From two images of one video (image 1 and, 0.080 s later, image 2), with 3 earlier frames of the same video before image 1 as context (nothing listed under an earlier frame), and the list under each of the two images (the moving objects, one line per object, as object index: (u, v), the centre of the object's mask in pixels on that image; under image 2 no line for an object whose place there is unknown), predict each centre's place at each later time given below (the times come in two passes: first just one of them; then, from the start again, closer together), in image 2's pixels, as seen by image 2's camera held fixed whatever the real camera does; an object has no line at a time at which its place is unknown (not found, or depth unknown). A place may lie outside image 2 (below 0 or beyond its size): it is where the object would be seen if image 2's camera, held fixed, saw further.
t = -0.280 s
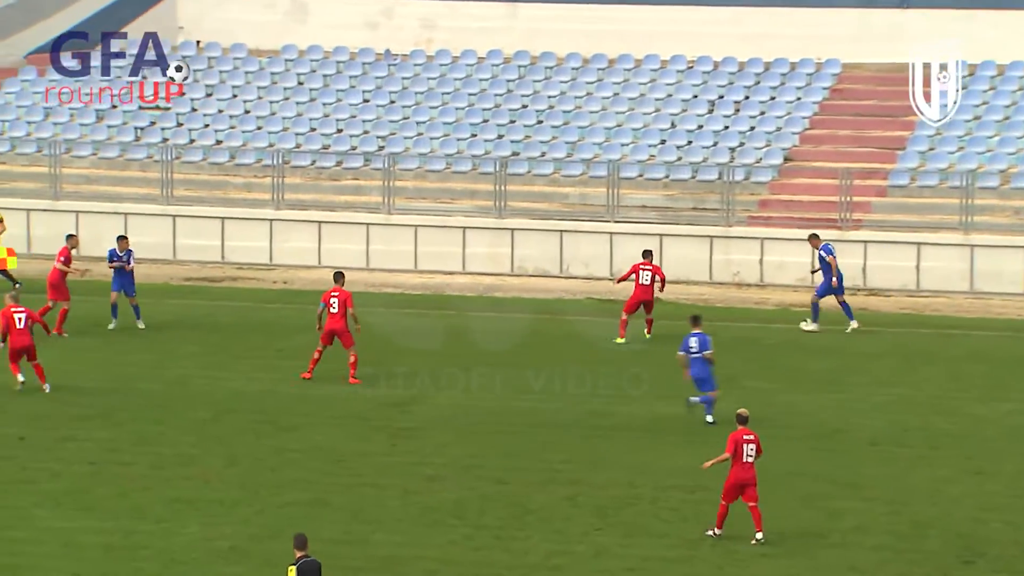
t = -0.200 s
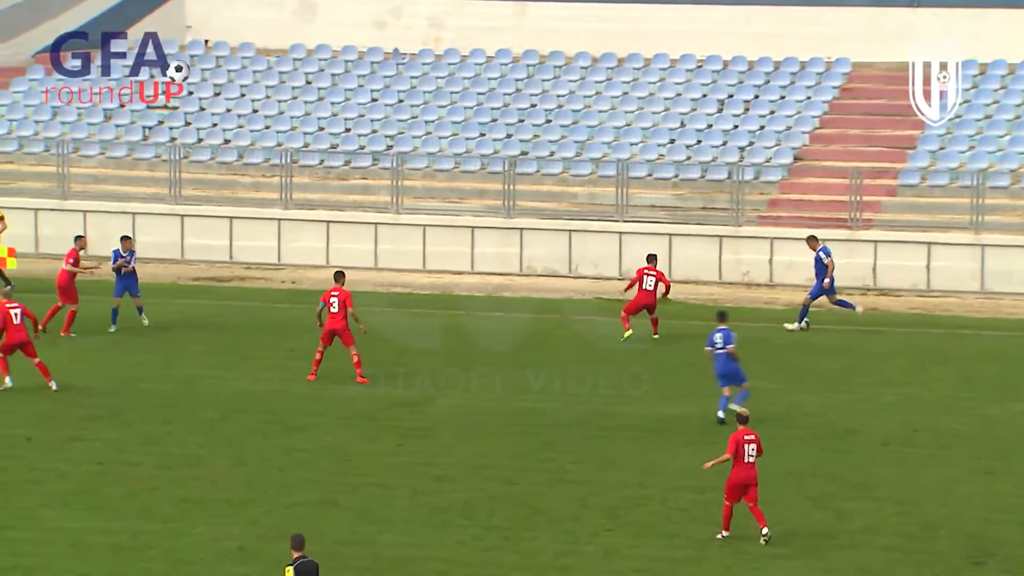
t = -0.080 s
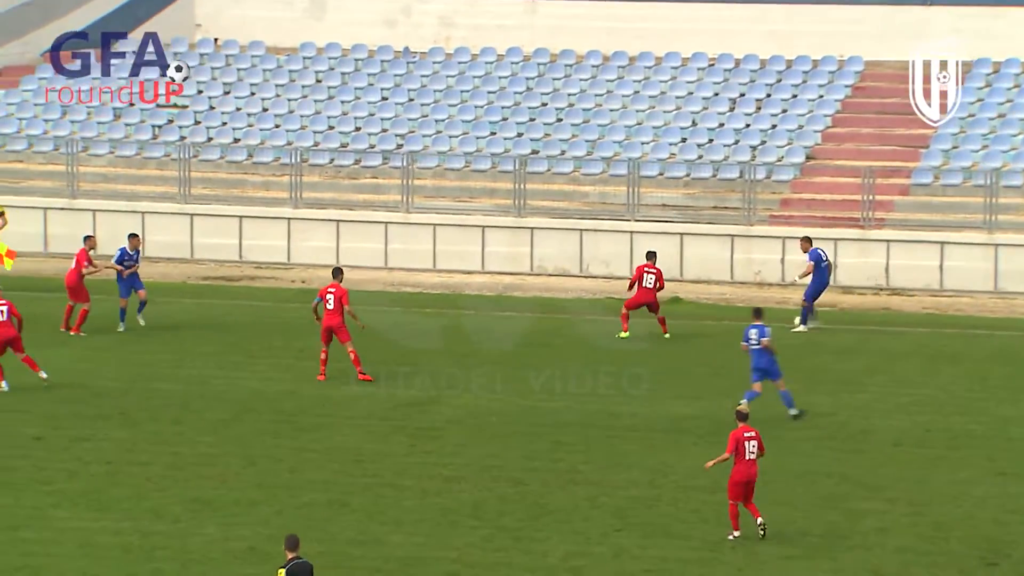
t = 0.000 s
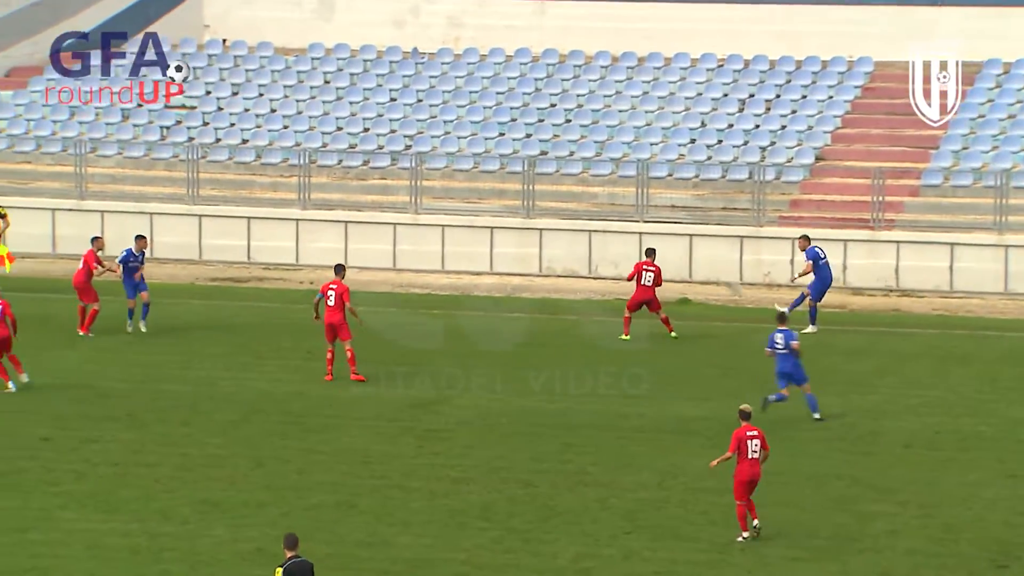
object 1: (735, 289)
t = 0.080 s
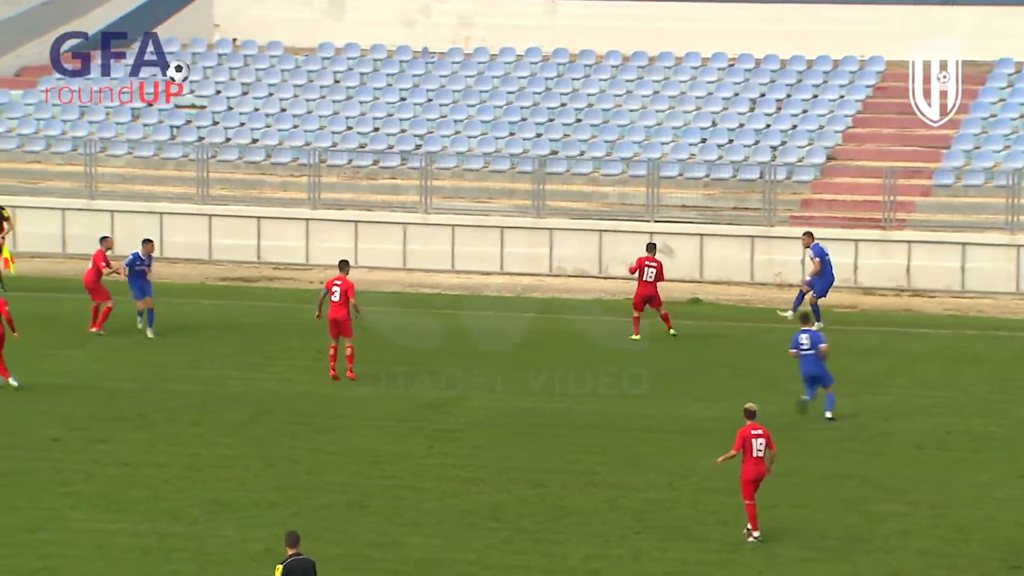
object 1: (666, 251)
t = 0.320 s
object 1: (448, 150)
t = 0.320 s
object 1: (448, 150)
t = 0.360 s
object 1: (412, 136)
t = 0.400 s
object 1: (380, 124)
